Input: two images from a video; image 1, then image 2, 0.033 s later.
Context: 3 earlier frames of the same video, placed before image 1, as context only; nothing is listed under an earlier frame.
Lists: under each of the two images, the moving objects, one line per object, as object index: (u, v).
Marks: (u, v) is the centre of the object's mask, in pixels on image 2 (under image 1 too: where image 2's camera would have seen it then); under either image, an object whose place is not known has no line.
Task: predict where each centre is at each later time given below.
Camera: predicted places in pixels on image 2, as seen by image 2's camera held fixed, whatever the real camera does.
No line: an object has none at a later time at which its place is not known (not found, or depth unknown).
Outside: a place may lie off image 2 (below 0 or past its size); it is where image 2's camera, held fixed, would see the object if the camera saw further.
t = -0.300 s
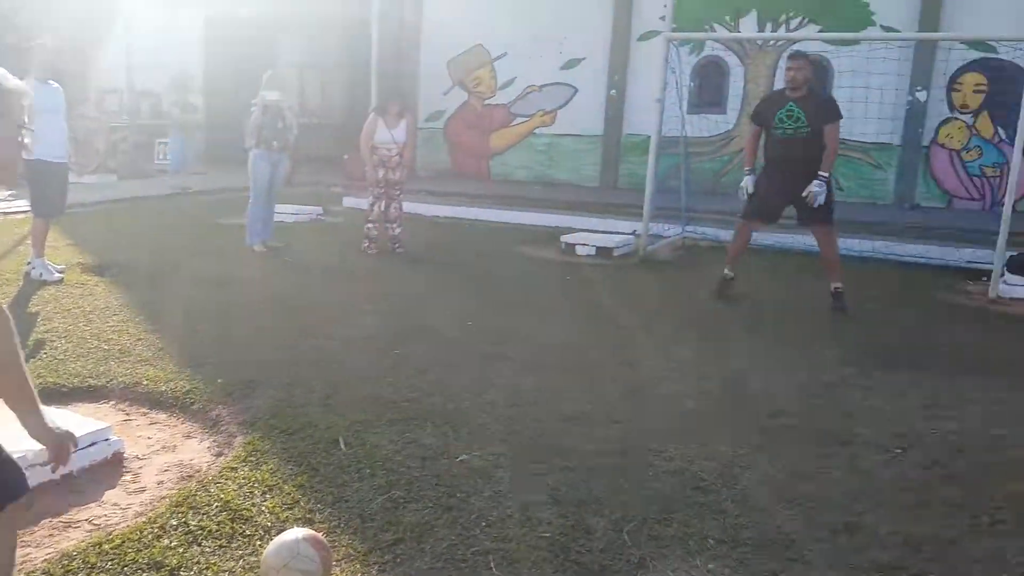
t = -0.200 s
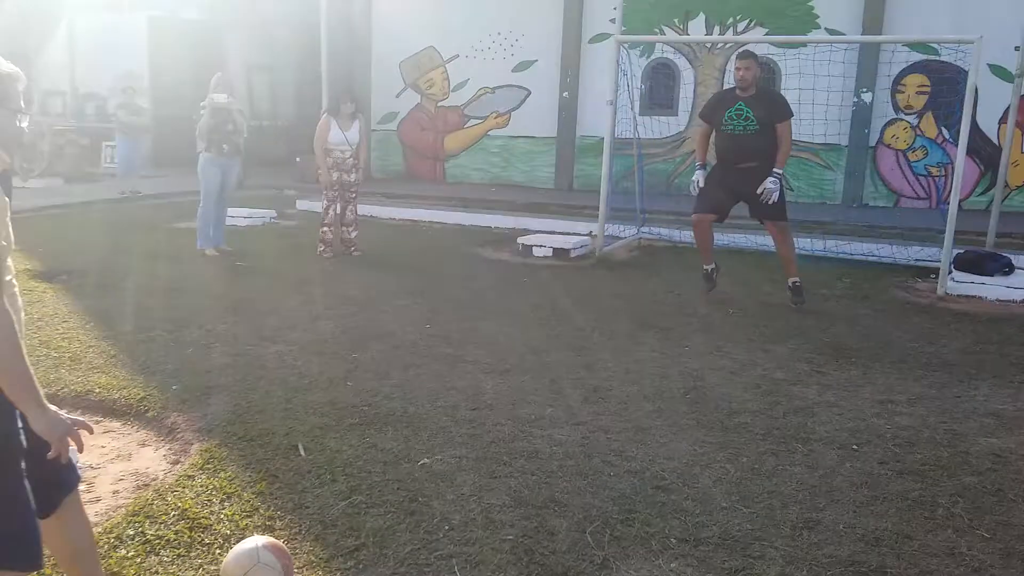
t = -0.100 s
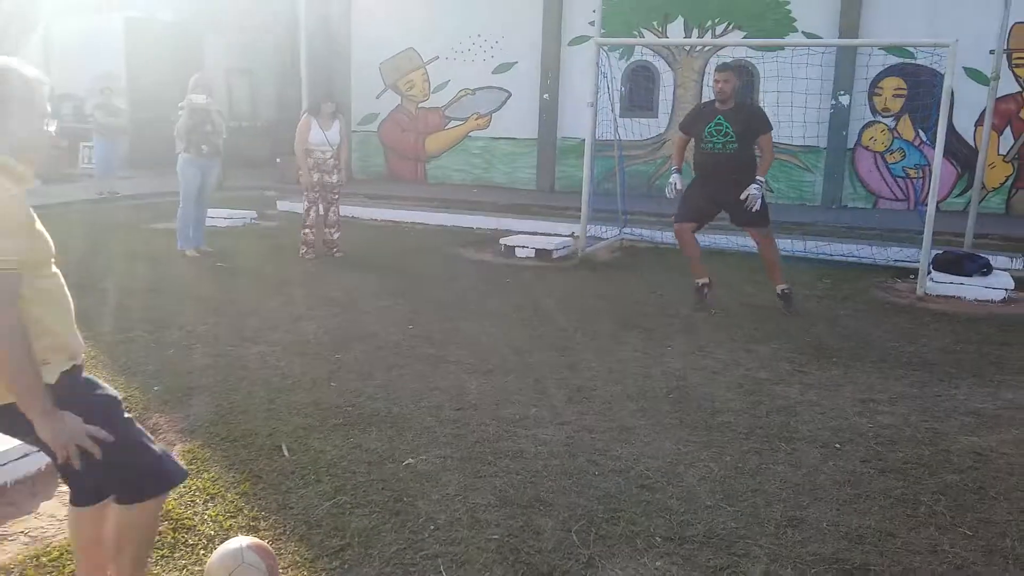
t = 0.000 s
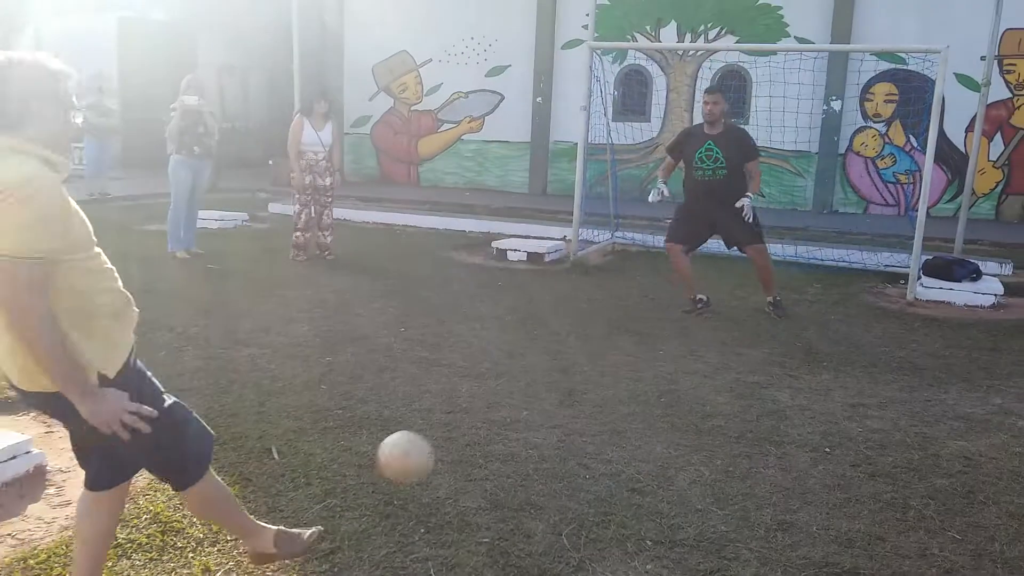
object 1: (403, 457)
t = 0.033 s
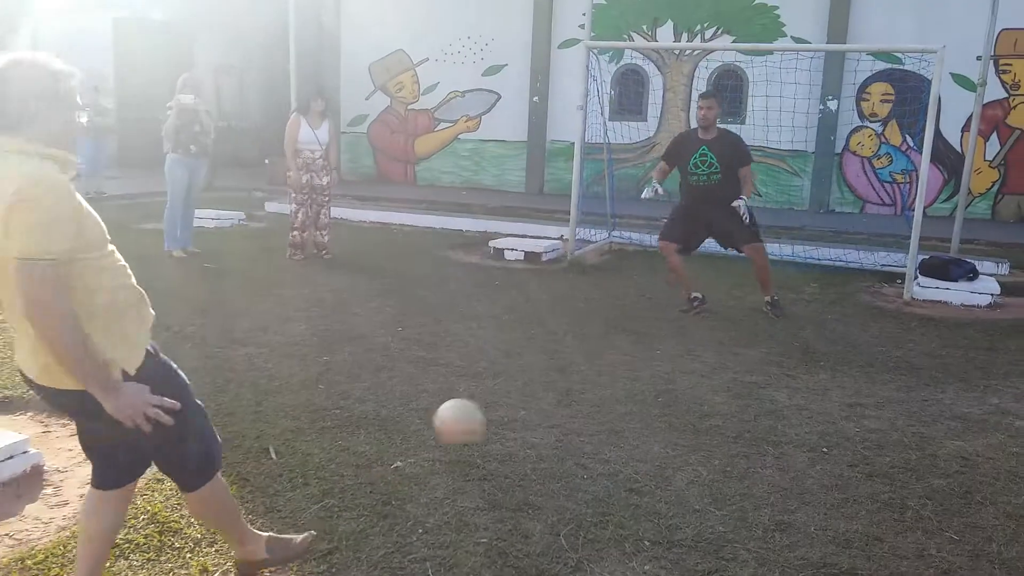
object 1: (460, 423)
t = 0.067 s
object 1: (507, 396)
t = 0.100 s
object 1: (547, 374)
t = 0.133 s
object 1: (583, 356)
